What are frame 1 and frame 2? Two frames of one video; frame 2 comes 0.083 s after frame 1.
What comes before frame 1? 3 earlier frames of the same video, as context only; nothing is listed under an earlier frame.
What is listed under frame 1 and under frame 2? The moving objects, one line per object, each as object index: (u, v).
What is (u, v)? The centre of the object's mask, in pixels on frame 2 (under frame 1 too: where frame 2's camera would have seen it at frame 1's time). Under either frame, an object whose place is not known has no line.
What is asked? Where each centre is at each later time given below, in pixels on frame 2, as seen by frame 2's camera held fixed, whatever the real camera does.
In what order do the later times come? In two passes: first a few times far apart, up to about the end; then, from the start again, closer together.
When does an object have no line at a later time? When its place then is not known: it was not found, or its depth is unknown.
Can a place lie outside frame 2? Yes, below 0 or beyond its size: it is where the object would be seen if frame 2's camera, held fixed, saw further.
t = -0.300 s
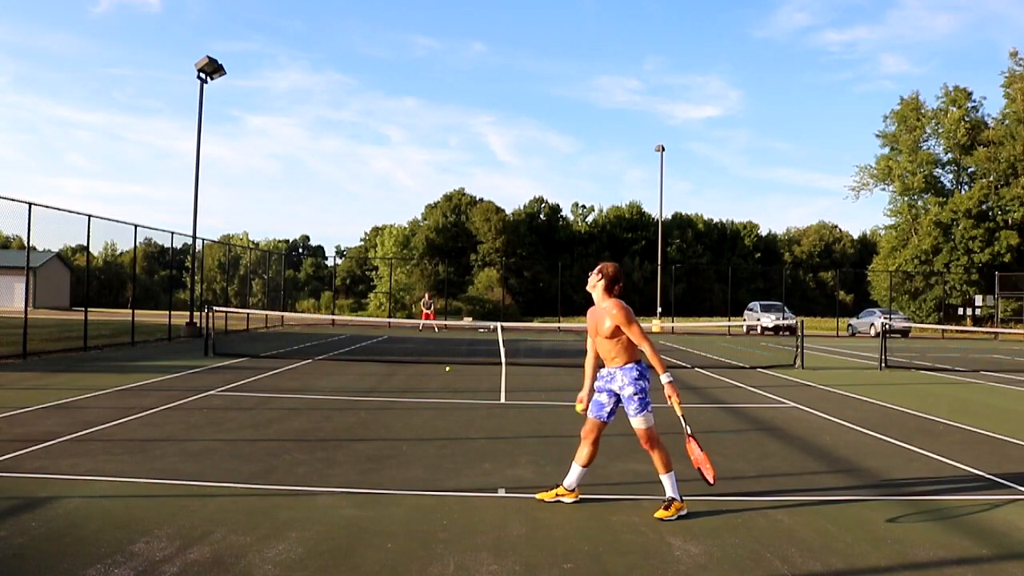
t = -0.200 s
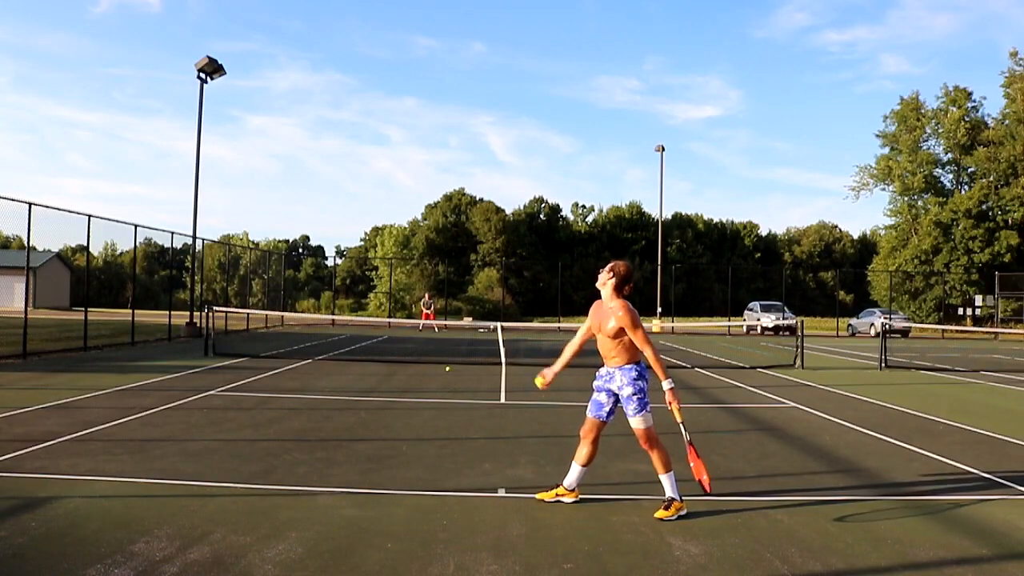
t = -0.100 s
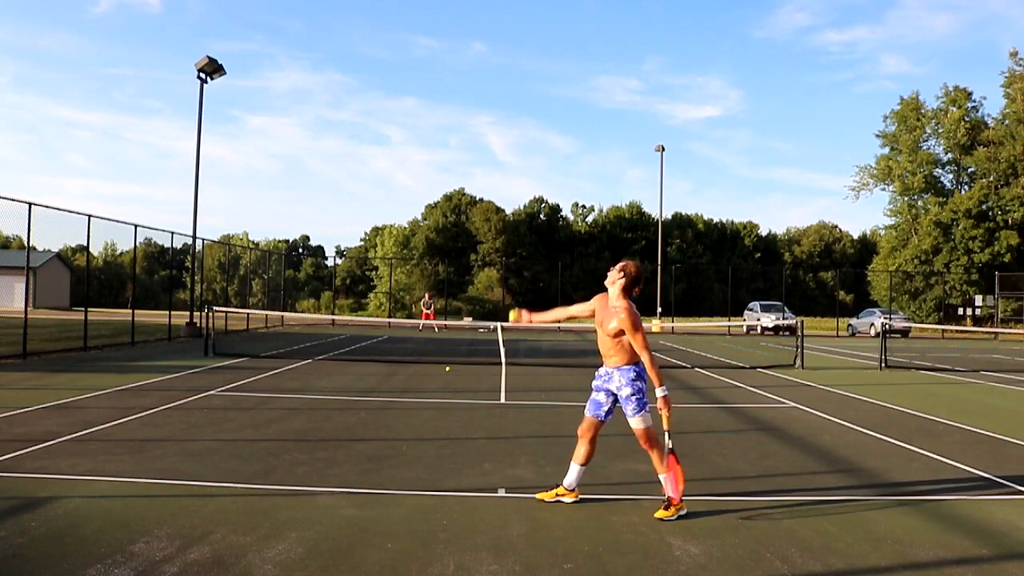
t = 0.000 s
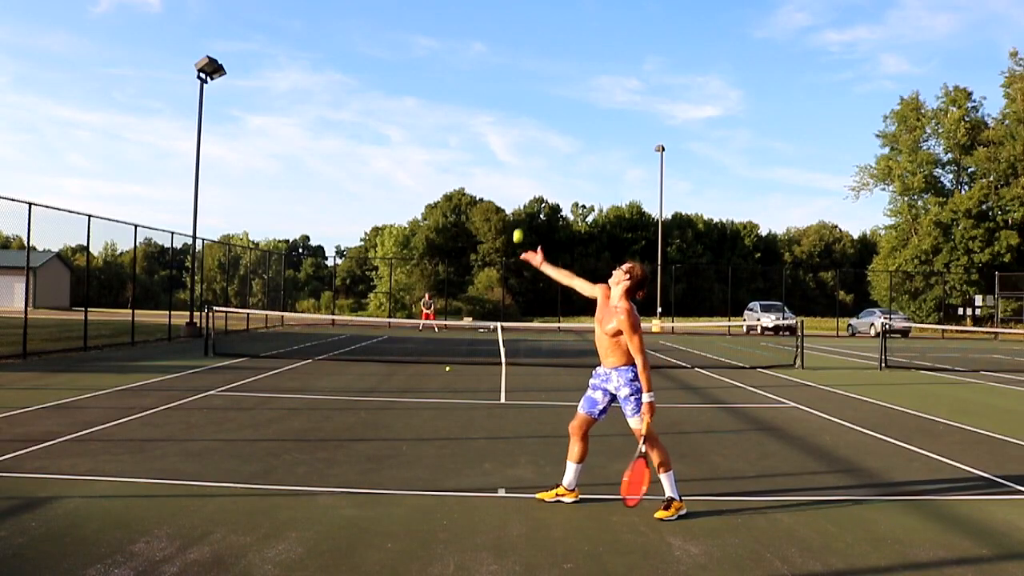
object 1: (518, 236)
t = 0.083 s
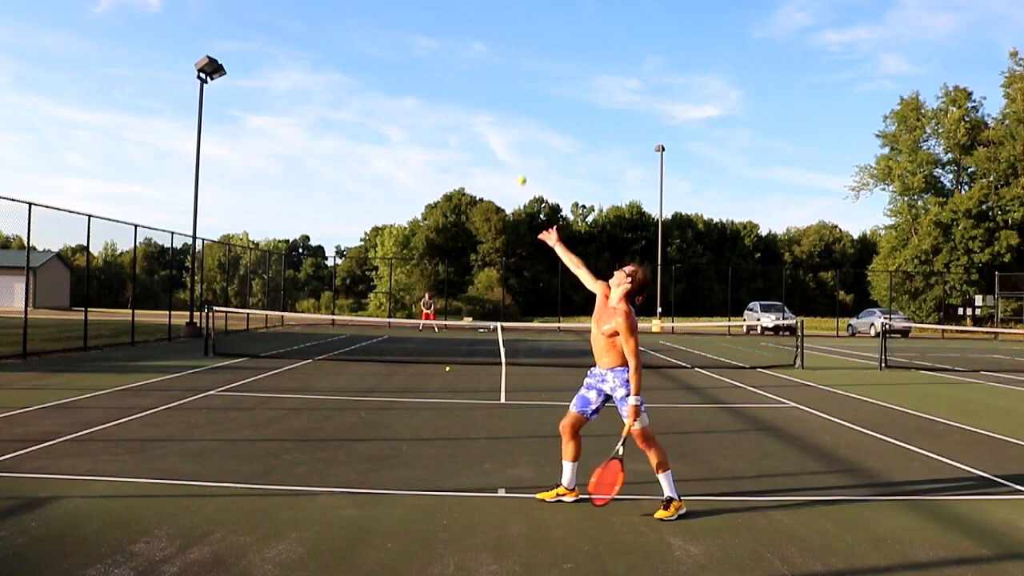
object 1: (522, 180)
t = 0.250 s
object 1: (529, 100)
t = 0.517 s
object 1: (538, 50)
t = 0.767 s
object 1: (544, 85)
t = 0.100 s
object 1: (522, 171)
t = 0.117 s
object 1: (523, 160)
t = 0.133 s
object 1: (524, 152)
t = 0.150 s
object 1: (525, 143)
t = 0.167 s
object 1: (525, 135)
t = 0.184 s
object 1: (526, 127)
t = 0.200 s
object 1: (527, 120)
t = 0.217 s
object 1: (528, 113)
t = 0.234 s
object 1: (528, 106)
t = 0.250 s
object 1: (529, 100)
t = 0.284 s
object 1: (530, 88)
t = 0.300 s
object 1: (531, 84)
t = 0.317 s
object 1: (532, 79)
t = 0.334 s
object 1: (532, 75)
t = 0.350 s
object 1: (533, 71)
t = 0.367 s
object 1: (533, 67)
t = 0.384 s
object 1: (534, 64)
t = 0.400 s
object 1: (535, 61)
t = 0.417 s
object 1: (535, 58)
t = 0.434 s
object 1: (536, 56)
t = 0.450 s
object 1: (536, 54)
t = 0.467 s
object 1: (537, 53)
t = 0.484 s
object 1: (537, 52)
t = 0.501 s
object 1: (538, 51)
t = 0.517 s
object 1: (538, 50)
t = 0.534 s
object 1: (539, 51)
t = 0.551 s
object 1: (539, 51)
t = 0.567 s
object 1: (540, 52)
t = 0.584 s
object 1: (540, 53)
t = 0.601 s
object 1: (540, 54)
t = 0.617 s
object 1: (541, 56)
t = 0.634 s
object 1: (542, 57)
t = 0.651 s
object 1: (542, 60)
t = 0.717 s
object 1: (543, 72)
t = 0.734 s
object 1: (544, 76)
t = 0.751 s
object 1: (544, 80)
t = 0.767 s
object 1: (544, 85)
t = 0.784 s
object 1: (545, 90)
